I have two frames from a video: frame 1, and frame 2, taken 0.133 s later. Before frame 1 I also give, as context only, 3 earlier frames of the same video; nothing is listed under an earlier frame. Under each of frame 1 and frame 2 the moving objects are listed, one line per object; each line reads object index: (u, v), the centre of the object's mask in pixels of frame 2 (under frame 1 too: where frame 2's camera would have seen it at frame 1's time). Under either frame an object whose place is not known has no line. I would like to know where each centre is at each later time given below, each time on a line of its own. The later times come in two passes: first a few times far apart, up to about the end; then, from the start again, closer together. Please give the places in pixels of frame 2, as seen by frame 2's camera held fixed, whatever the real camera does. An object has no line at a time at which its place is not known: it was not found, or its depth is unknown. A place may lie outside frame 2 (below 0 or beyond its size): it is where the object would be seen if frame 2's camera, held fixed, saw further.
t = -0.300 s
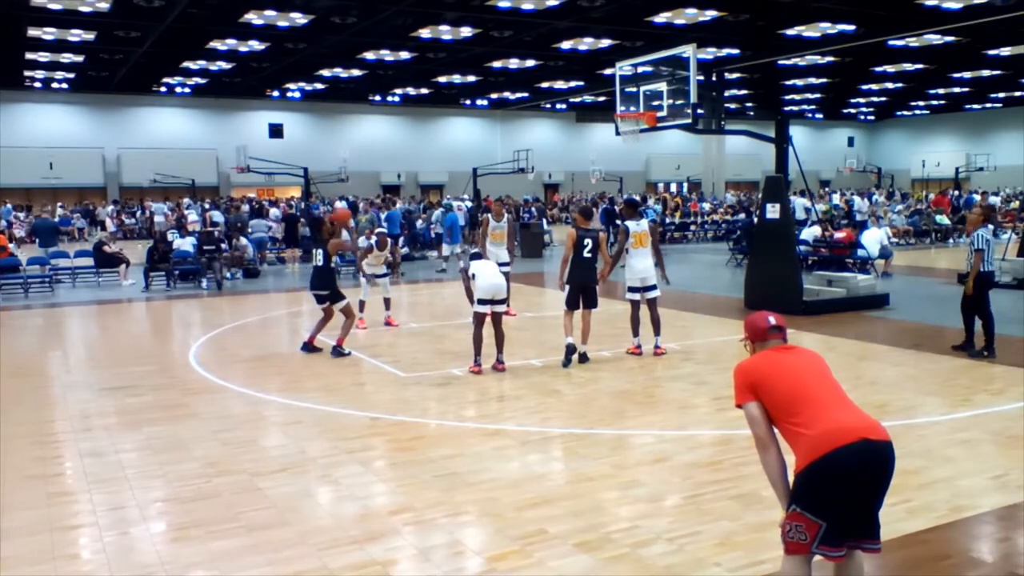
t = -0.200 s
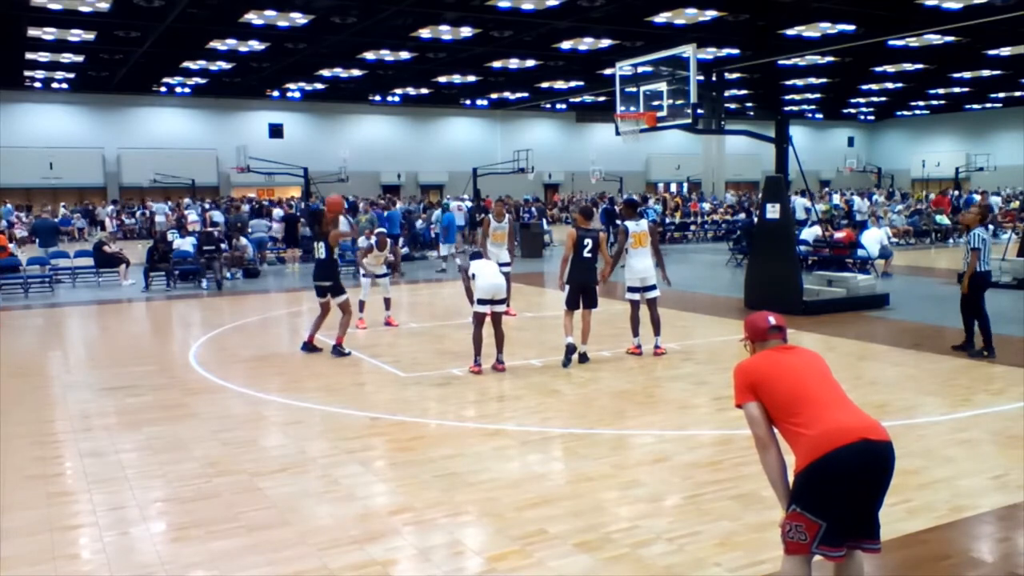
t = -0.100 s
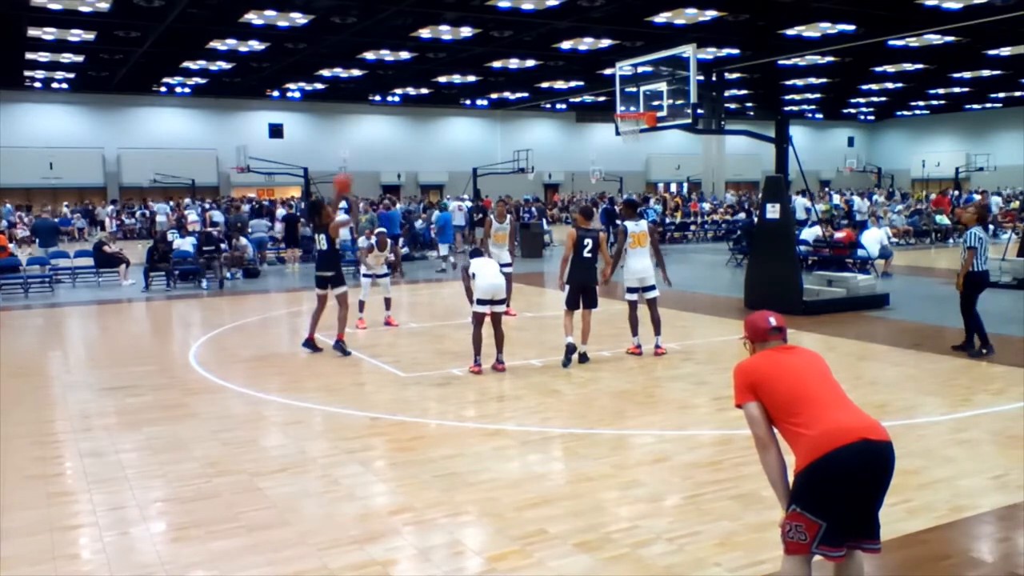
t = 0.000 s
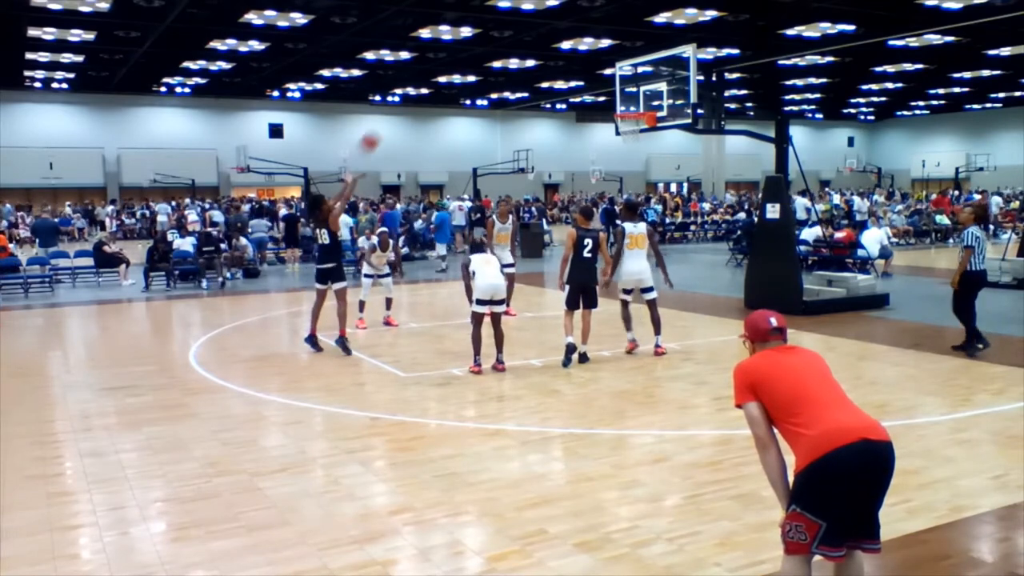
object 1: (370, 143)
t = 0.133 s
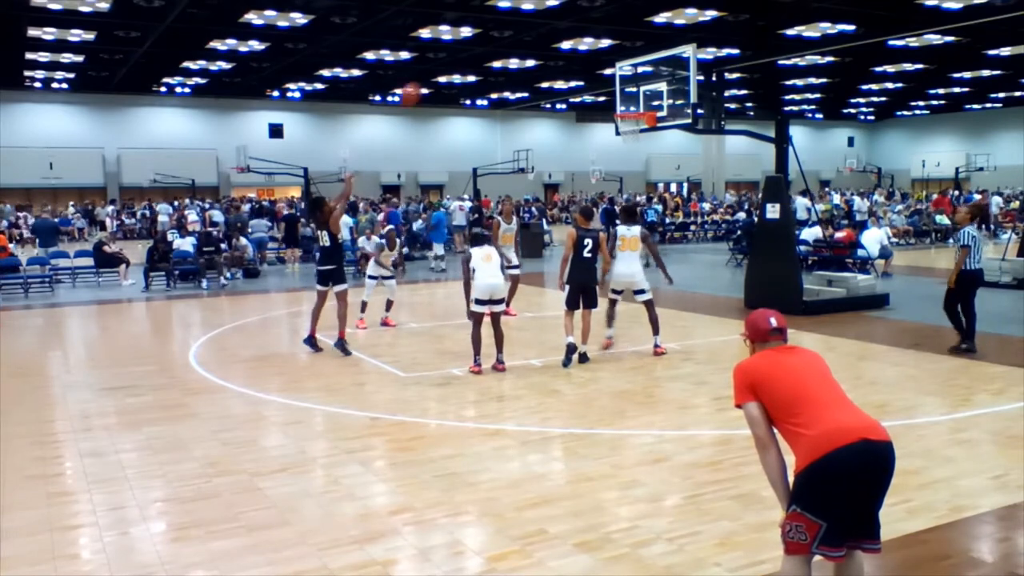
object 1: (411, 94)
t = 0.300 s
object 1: (460, 57)
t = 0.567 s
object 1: (536, 43)
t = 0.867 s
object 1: (610, 86)
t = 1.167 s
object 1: (613, 103)
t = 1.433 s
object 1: (577, 121)
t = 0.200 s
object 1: (430, 76)
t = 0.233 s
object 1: (440, 69)
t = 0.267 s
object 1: (450, 63)
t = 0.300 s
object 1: (460, 57)
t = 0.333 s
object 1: (469, 53)
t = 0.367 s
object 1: (479, 49)
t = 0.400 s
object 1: (488, 46)
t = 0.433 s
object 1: (497, 44)
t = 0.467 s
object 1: (507, 42)
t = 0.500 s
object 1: (516, 41)
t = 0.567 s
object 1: (536, 43)
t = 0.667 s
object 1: (560, 51)
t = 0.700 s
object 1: (570, 57)
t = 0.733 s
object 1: (578, 60)
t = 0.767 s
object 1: (586, 65)
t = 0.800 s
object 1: (594, 71)
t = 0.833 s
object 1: (603, 79)
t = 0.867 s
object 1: (610, 86)
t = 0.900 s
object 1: (619, 95)
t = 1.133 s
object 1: (619, 103)
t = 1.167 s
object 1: (613, 103)
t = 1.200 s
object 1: (608, 103)
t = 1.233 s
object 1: (605, 104)
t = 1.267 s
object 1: (600, 105)
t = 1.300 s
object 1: (594, 107)
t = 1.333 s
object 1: (590, 110)
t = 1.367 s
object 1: (586, 113)
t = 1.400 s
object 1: (582, 117)
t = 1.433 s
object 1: (577, 121)
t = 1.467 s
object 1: (572, 128)
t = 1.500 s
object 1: (568, 136)
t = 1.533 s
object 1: (563, 143)
